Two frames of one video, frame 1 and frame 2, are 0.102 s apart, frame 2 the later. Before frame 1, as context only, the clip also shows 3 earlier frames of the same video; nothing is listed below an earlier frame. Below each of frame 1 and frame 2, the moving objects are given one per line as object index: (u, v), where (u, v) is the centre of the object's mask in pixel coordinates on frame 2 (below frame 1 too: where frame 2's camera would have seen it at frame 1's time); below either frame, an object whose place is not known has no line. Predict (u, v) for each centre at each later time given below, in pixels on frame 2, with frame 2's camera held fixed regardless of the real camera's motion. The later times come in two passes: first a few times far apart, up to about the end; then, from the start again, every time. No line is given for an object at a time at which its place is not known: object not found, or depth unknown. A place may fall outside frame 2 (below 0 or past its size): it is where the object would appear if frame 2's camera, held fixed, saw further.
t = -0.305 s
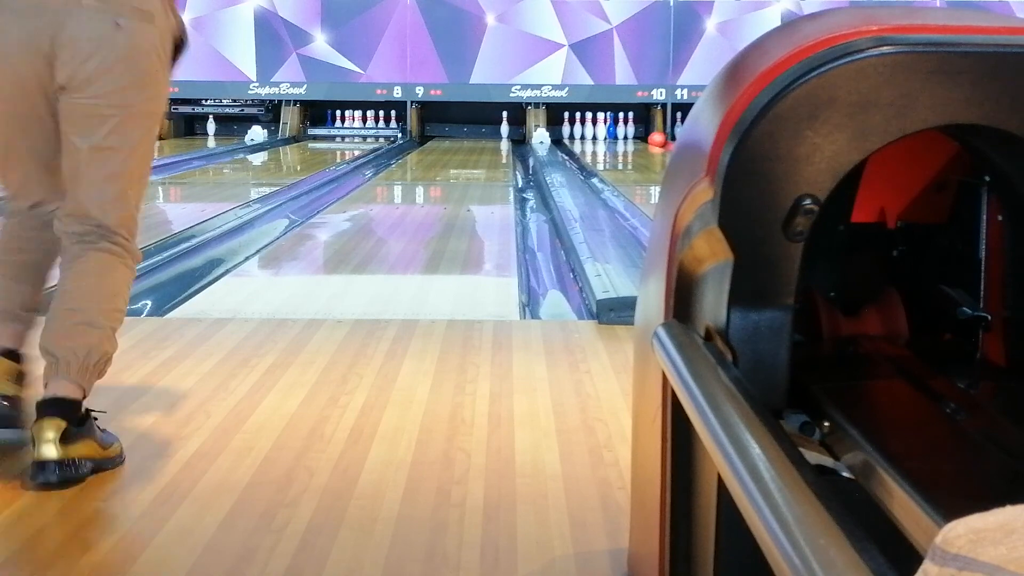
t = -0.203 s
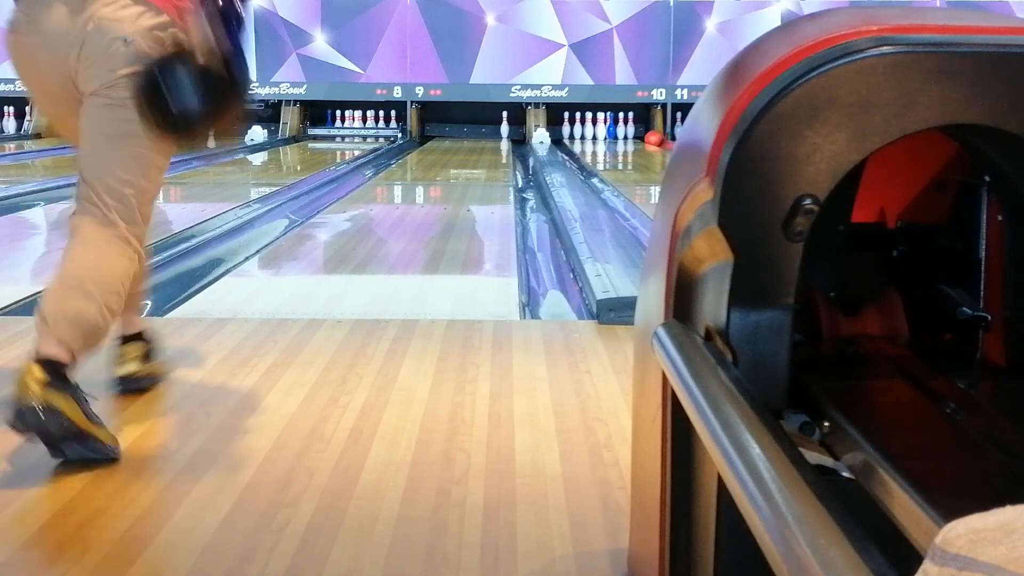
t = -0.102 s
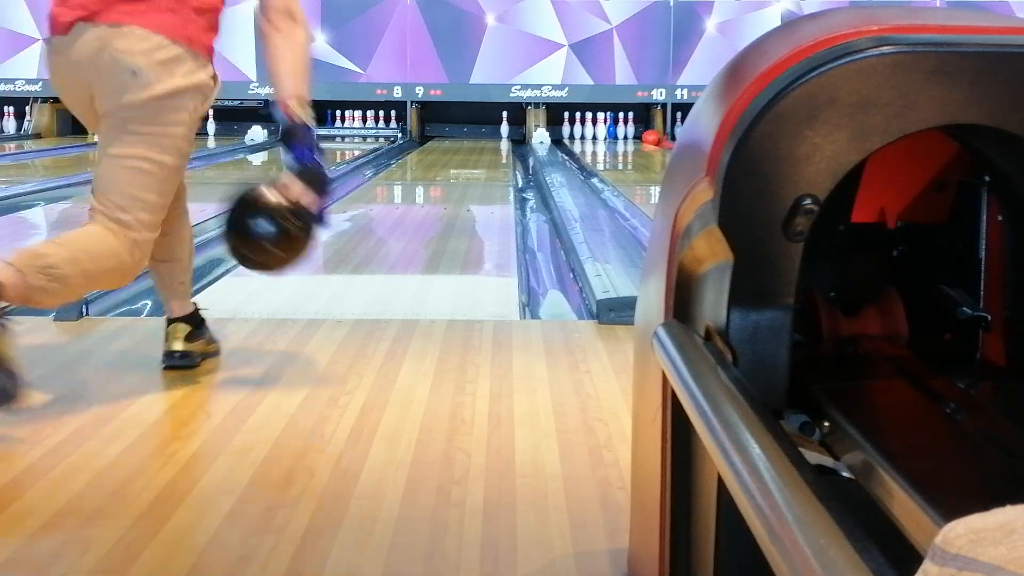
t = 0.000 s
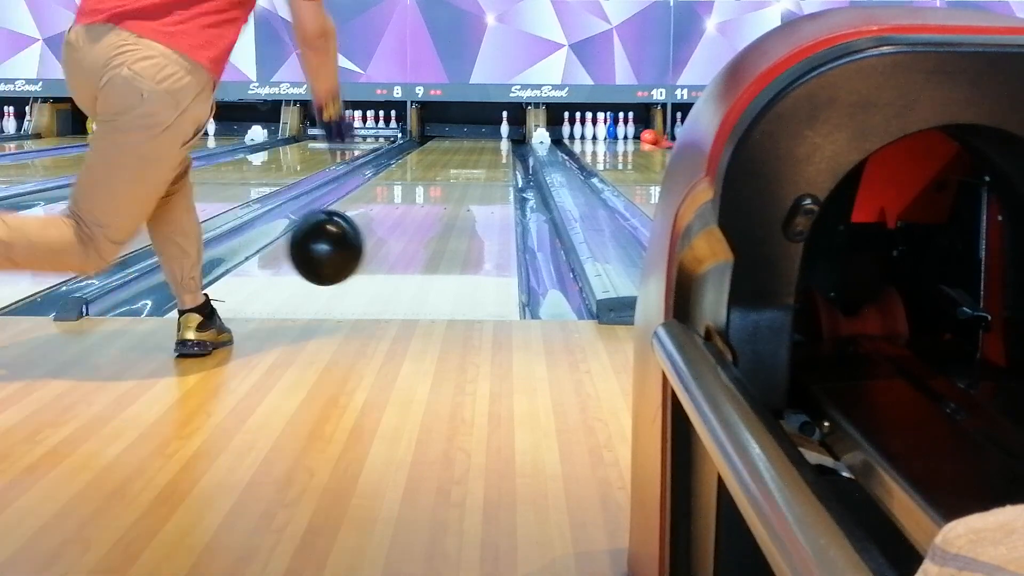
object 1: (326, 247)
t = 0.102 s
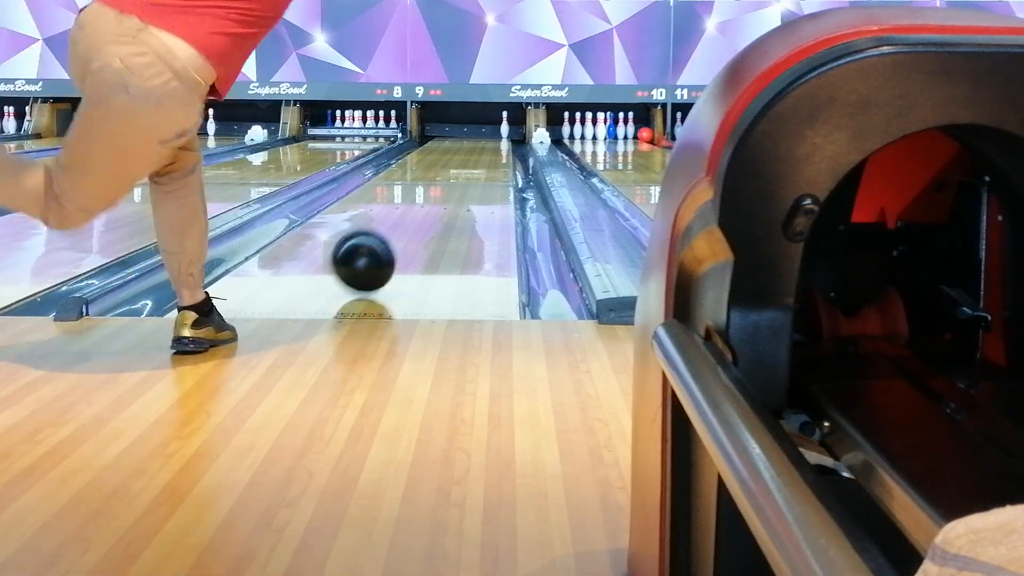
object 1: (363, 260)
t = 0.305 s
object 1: (411, 222)
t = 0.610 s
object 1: (449, 188)
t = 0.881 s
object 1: (469, 171)
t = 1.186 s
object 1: (484, 157)
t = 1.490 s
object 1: (493, 147)
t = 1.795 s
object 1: (499, 140)
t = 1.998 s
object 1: (501, 137)
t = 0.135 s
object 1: (373, 250)
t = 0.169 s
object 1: (382, 243)
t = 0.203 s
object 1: (390, 239)
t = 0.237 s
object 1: (398, 233)
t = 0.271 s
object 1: (404, 228)
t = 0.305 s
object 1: (411, 222)
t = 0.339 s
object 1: (416, 217)
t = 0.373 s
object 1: (421, 213)
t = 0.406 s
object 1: (426, 208)
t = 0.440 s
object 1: (431, 205)
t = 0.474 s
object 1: (435, 201)
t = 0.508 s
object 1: (439, 198)
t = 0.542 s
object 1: (443, 194)
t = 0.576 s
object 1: (446, 191)
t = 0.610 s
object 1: (449, 188)
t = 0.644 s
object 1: (453, 186)
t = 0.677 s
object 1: (455, 183)
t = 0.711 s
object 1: (458, 181)
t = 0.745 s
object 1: (461, 179)
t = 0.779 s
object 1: (463, 177)
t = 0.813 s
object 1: (465, 175)
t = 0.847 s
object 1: (467, 173)
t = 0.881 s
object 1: (469, 171)
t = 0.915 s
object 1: (471, 169)
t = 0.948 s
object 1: (473, 167)
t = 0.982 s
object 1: (475, 166)
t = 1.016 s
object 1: (477, 164)
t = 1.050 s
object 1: (478, 163)
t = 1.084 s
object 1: (480, 161)
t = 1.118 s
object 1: (481, 160)
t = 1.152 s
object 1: (482, 158)
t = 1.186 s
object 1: (484, 157)
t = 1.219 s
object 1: (485, 155)
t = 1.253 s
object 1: (486, 155)
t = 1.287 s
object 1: (487, 154)
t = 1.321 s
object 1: (488, 152)
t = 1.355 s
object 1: (490, 151)
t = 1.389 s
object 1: (490, 150)
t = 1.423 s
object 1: (491, 149)
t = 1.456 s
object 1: (492, 148)
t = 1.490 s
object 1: (493, 147)
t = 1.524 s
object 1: (494, 146)
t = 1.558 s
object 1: (495, 145)
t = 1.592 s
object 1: (495, 145)
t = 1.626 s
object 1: (496, 144)
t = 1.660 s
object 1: (497, 143)
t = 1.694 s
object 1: (497, 142)
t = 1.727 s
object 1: (498, 142)
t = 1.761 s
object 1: (498, 141)
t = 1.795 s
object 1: (499, 140)
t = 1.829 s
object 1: (500, 140)
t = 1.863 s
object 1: (500, 139)
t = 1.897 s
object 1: (500, 138)
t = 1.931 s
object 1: (500, 138)
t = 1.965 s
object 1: (501, 137)
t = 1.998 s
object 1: (501, 137)
